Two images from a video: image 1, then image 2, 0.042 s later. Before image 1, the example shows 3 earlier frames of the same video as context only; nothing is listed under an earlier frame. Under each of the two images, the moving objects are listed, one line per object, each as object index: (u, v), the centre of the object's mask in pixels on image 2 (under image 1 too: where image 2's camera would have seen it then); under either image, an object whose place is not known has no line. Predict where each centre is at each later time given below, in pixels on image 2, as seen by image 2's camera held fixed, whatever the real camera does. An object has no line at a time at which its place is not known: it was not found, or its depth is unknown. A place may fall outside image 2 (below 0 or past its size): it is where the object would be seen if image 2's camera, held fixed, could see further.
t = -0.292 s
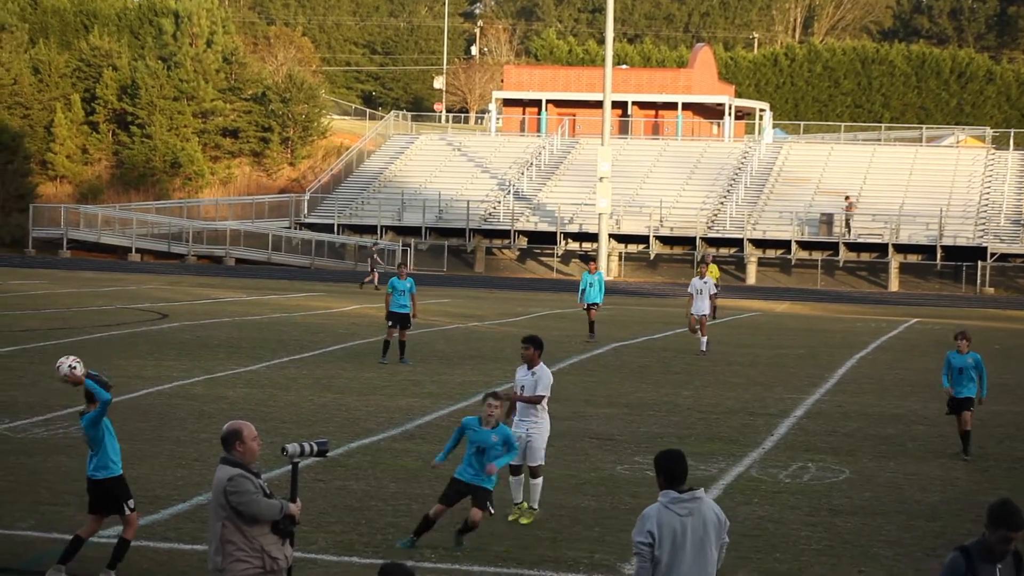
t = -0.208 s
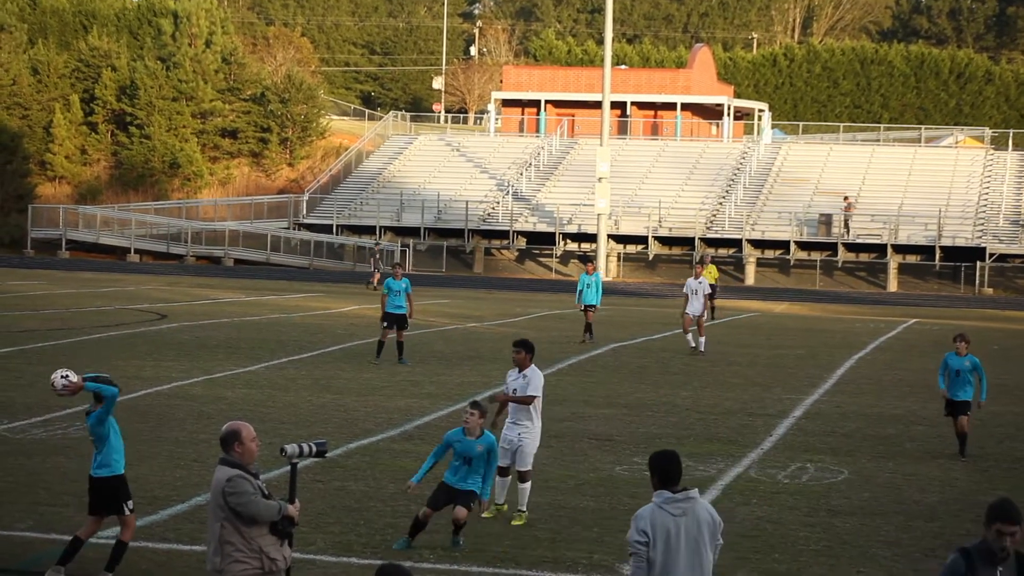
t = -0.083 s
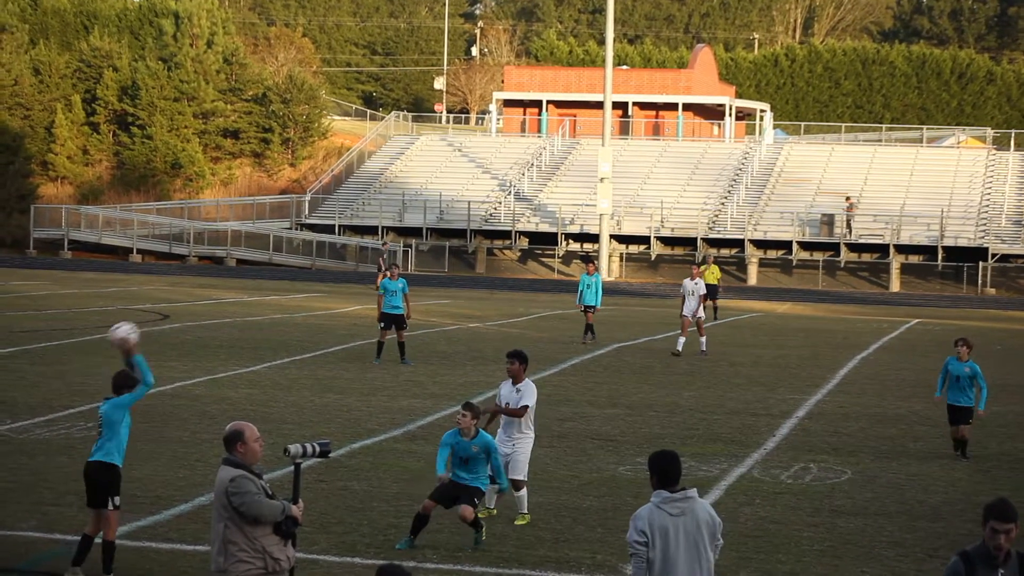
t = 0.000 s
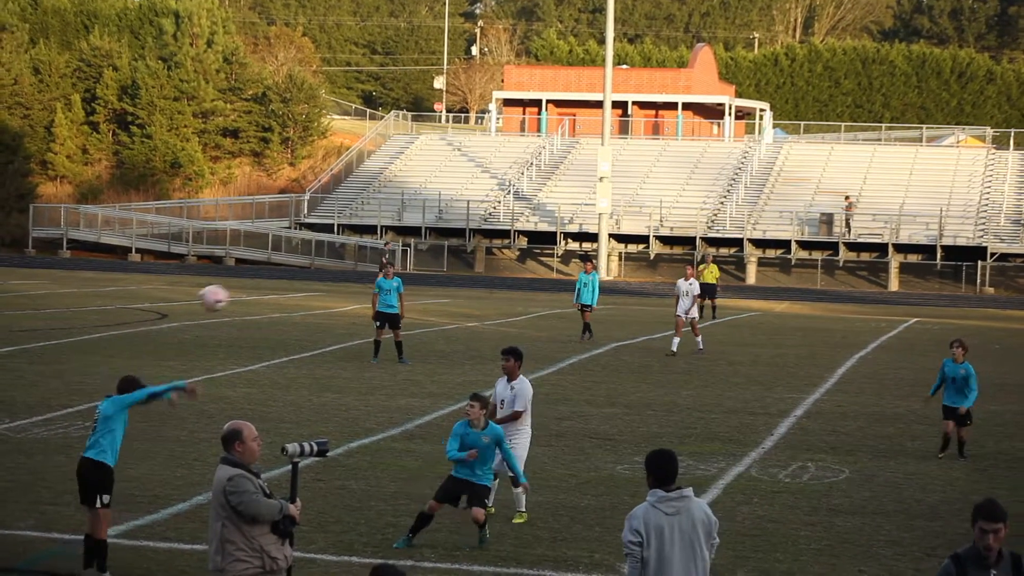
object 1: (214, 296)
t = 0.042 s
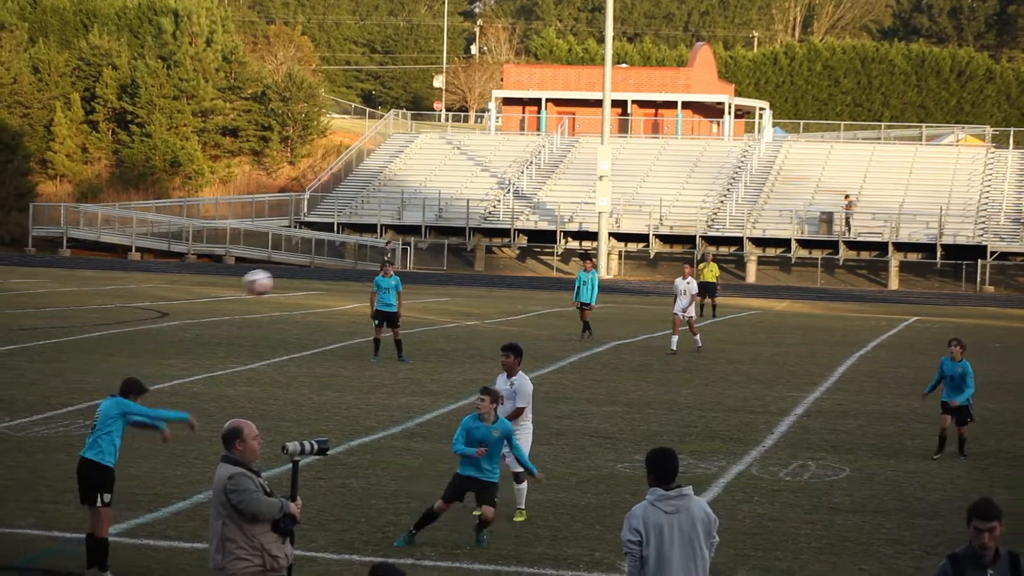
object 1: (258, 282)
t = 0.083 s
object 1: (301, 270)
